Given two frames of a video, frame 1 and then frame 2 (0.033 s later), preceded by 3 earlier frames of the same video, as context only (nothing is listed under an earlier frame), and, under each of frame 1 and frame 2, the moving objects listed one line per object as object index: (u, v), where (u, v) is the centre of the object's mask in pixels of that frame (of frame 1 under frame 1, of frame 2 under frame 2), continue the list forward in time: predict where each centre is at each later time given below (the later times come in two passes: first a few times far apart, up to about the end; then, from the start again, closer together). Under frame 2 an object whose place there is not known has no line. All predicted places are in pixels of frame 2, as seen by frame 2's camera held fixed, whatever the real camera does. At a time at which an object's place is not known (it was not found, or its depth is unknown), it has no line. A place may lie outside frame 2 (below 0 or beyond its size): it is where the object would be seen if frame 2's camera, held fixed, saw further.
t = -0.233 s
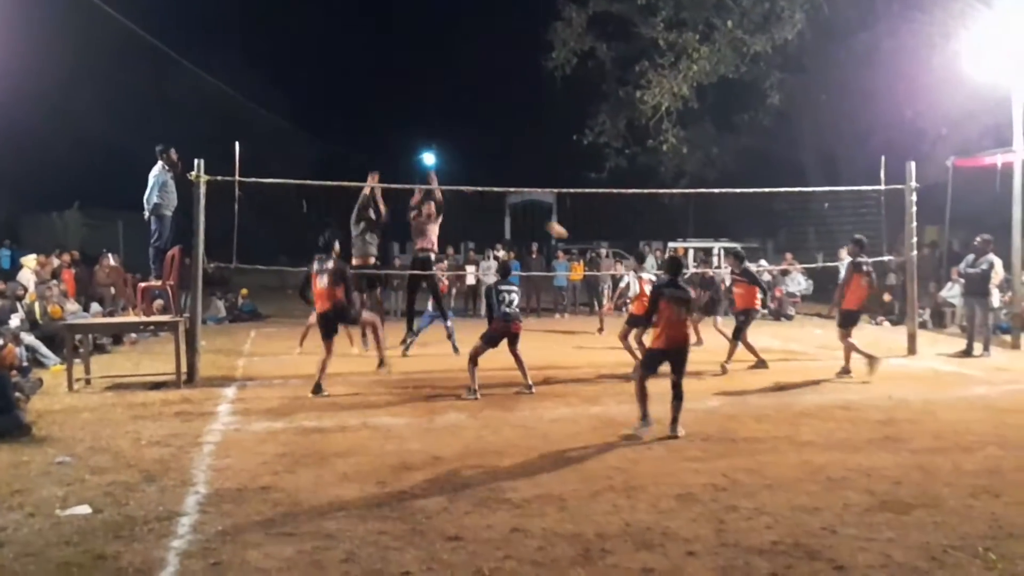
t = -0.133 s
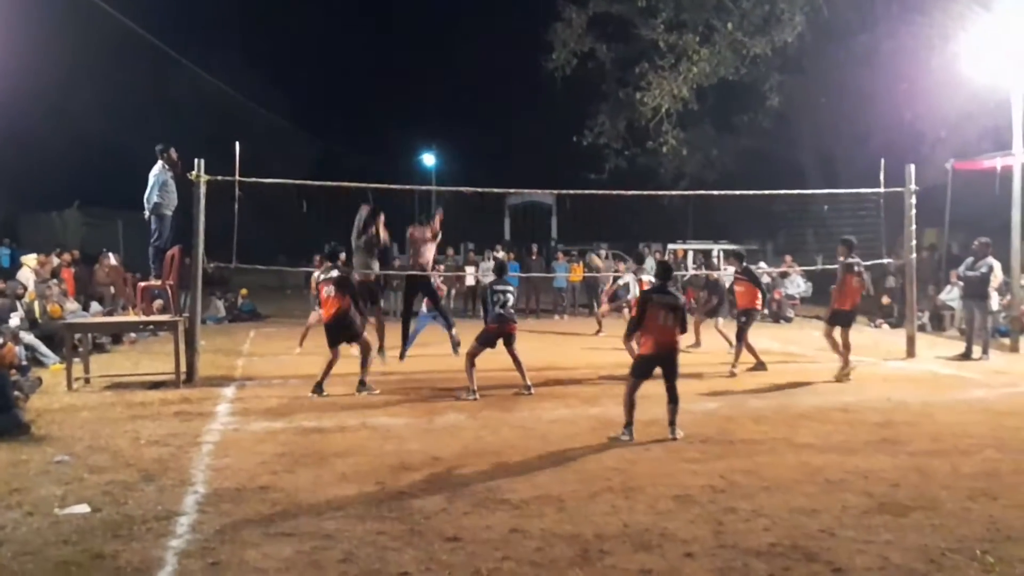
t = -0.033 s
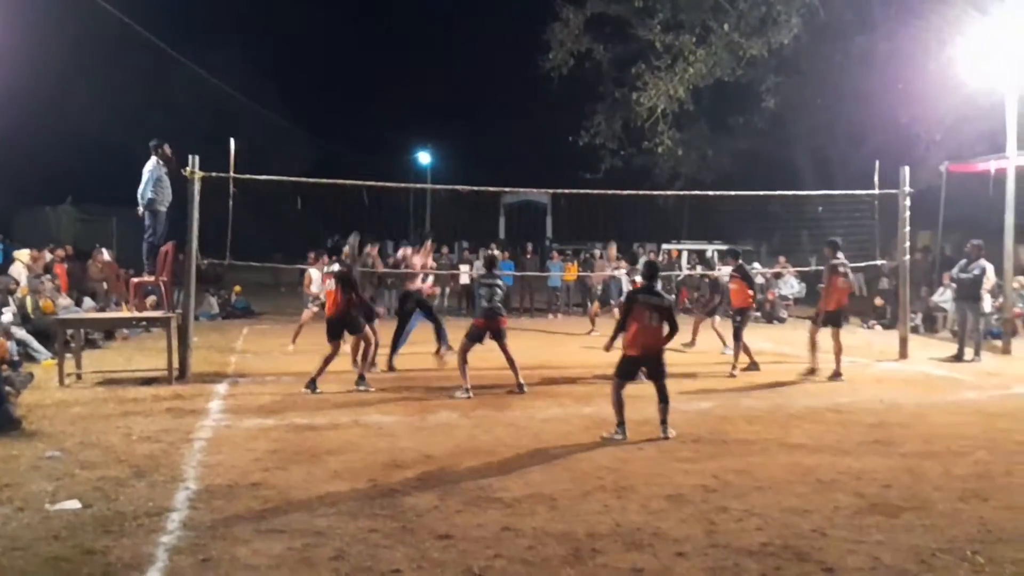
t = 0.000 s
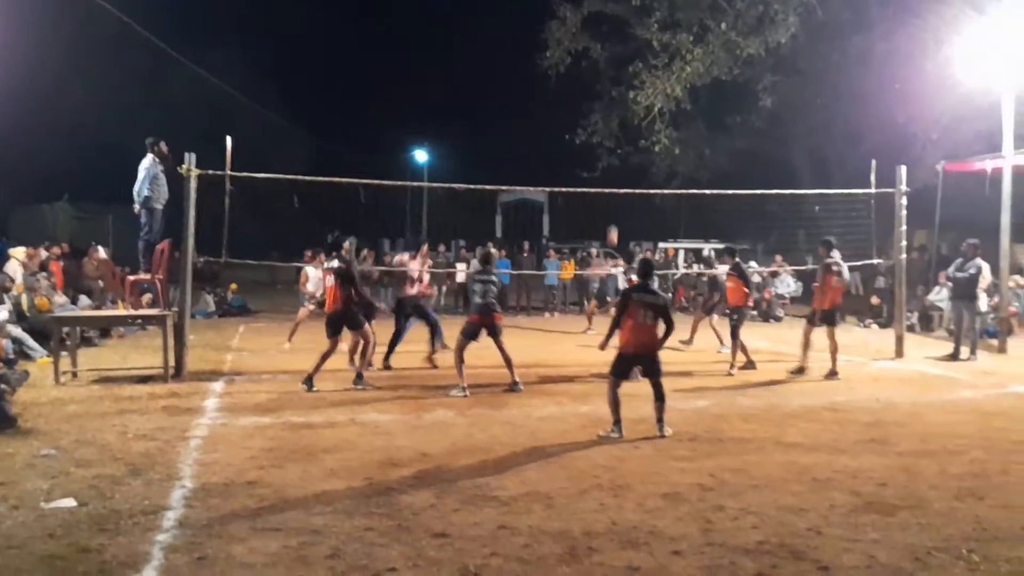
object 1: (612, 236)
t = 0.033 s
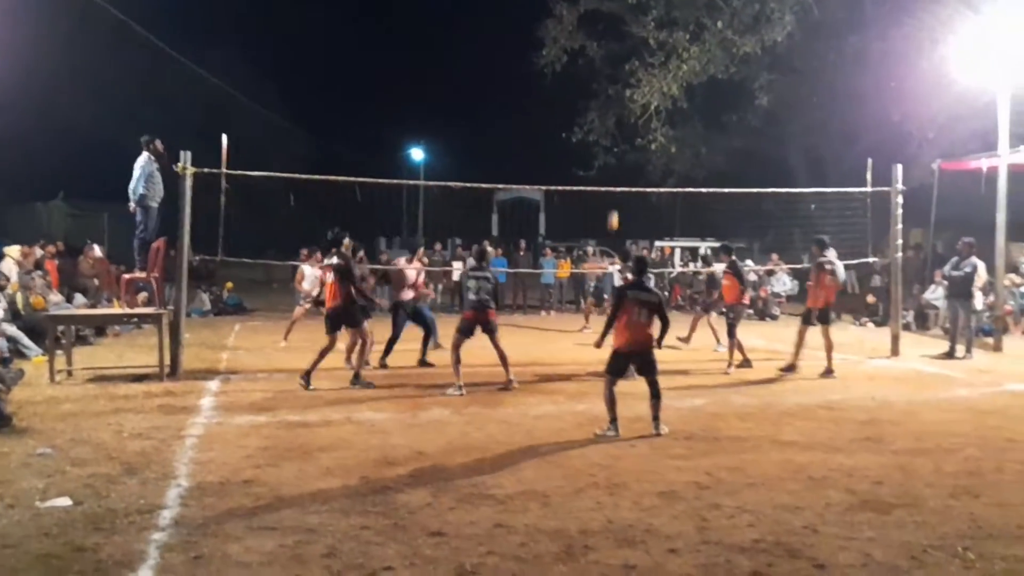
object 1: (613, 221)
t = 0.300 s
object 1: (650, 127)
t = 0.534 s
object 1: (686, 72)
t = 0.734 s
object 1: (717, 50)
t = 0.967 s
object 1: (754, 52)
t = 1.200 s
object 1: (791, 87)
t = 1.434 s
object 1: (827, 155)
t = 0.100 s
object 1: (622, 194)
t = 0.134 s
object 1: (627, 181)
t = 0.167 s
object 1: (631, 169)
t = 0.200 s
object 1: (636, 158)
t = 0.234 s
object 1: (640, 147)
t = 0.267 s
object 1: (645, 137)
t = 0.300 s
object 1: (650, 127)
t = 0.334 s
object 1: (656, 117)
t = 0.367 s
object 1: (660, 109)
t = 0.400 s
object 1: (665, 101)
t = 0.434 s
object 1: (671, 92)
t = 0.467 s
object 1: (675, 85)
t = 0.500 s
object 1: (681, 79)
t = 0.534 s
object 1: (686, 72)
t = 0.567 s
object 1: (692, 67)
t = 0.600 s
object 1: (696, 63)
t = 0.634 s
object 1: (702, 59)
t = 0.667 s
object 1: (706, 55)
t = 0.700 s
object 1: (712, 52)
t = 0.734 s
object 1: (717, 50)
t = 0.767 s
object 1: (722, 48)
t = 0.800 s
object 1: (727, 47)
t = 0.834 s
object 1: (732, 47)
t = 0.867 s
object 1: (738, 47)
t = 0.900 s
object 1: (744, 48)
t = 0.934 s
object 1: (749, 50)
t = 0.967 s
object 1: (754, 52)
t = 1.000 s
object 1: (760, 55)
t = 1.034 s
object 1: (765, 59)
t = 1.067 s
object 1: (770, 63)
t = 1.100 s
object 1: (775, 68)
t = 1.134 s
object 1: (781, 74)
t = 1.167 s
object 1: (786, 80)
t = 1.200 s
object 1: (791, 87)
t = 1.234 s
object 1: (797, 94)
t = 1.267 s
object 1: (802, 103)
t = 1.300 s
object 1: (807, 112)
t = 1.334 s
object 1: (812, 122)
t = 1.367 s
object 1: (817, 132)
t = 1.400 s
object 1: (822, 144)
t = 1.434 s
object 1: (827, 155)
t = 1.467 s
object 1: (833, 168)
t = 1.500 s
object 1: (836, 179)
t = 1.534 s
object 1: (843, 197)
